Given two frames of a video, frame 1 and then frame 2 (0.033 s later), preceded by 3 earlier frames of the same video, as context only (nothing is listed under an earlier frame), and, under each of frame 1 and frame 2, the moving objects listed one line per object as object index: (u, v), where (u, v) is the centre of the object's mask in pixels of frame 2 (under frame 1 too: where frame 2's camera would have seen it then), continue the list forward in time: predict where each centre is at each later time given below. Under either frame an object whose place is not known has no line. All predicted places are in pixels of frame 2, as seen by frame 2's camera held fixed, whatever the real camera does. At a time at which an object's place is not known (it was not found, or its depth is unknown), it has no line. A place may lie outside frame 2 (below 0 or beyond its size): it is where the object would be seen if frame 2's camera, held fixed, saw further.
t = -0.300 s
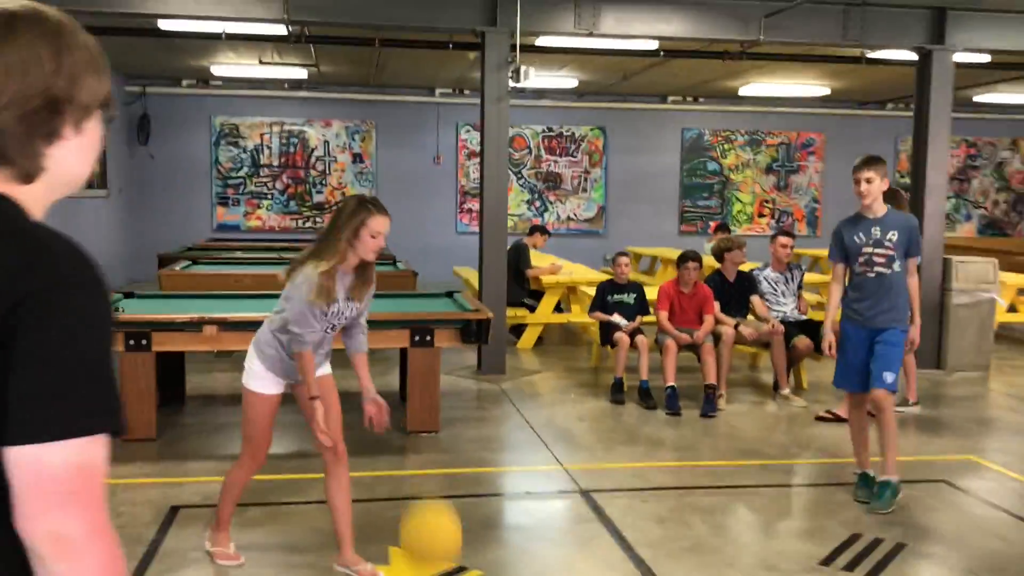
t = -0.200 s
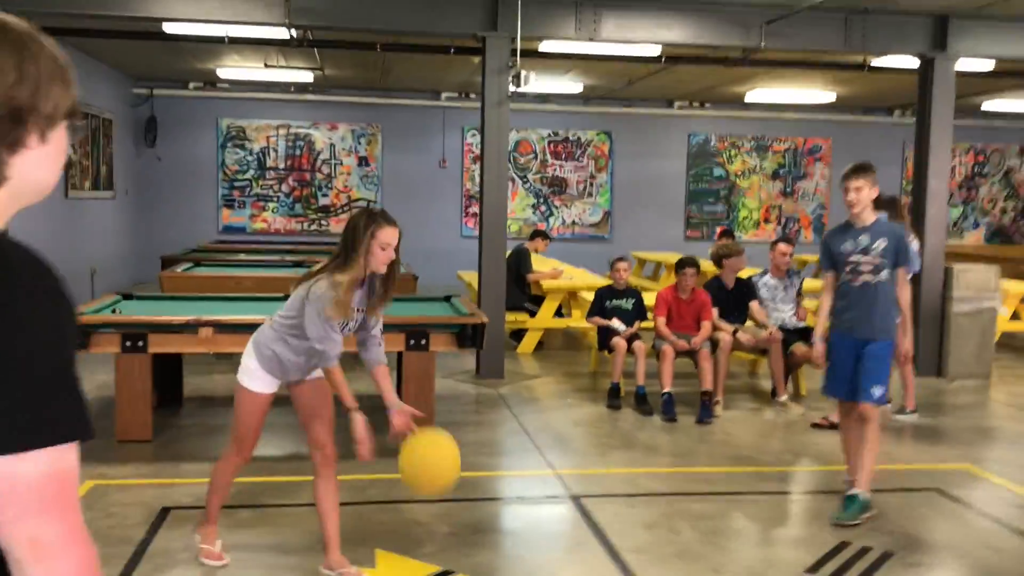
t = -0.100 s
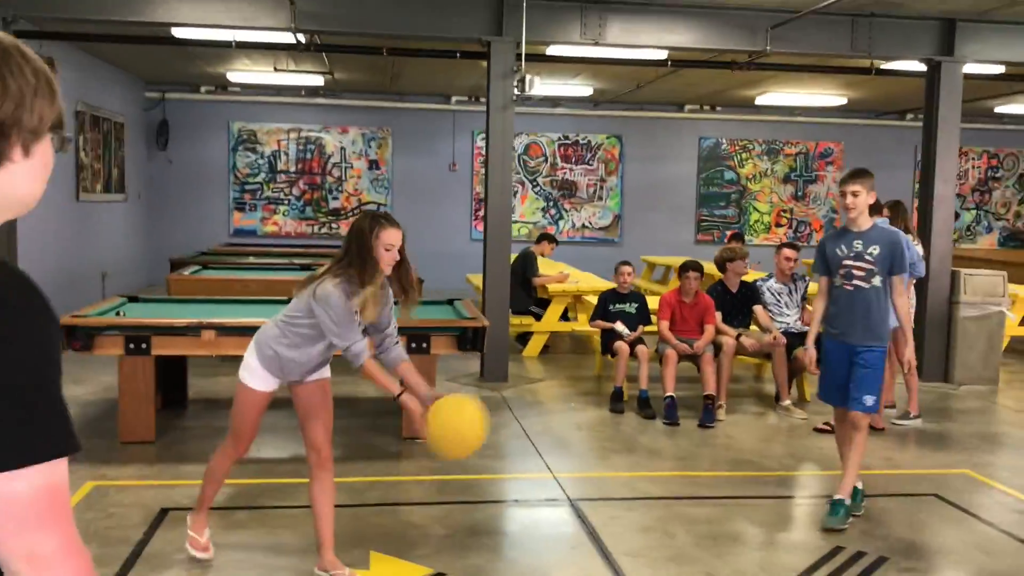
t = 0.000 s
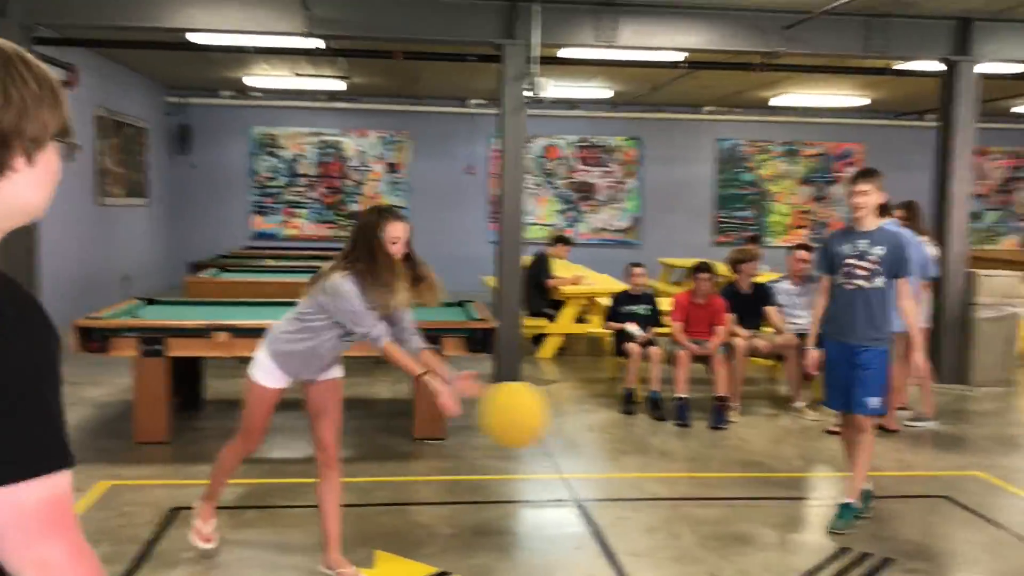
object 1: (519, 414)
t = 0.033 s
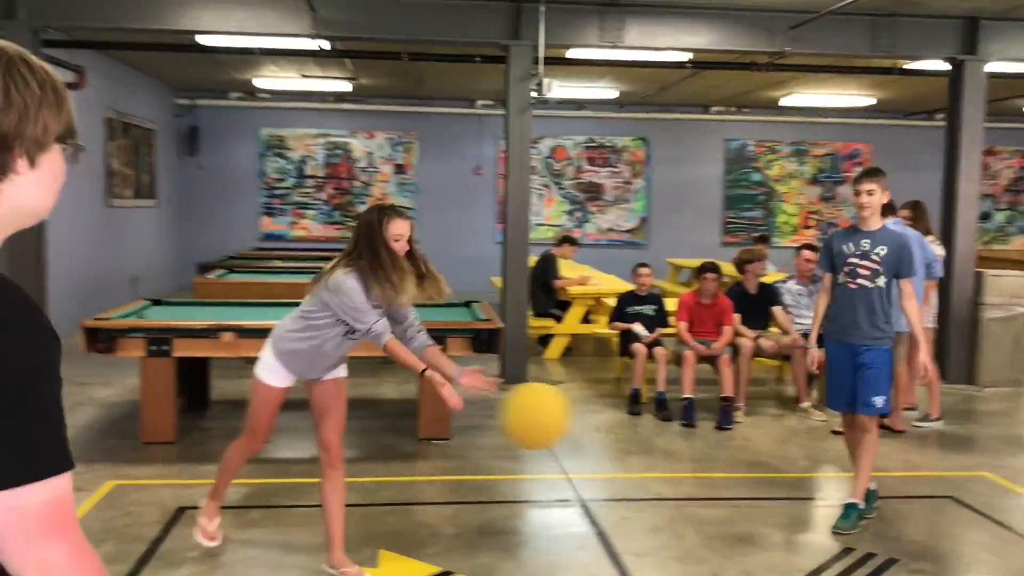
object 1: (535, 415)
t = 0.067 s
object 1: (551, 419)
